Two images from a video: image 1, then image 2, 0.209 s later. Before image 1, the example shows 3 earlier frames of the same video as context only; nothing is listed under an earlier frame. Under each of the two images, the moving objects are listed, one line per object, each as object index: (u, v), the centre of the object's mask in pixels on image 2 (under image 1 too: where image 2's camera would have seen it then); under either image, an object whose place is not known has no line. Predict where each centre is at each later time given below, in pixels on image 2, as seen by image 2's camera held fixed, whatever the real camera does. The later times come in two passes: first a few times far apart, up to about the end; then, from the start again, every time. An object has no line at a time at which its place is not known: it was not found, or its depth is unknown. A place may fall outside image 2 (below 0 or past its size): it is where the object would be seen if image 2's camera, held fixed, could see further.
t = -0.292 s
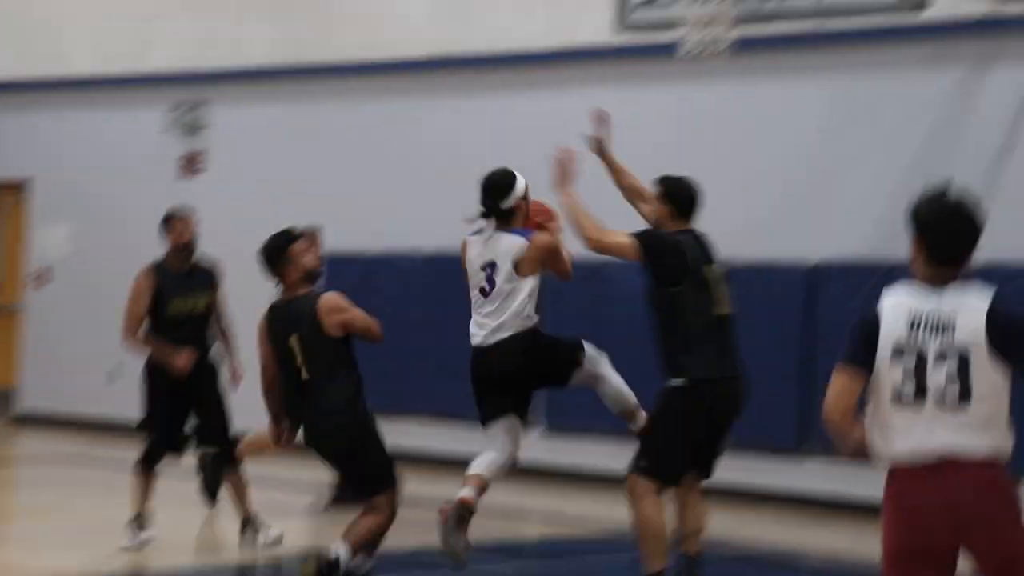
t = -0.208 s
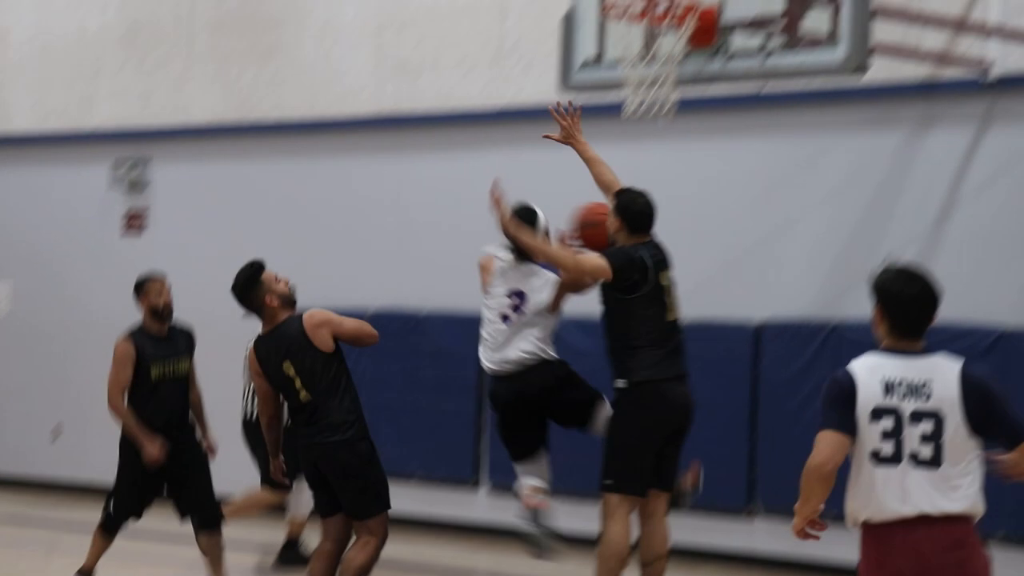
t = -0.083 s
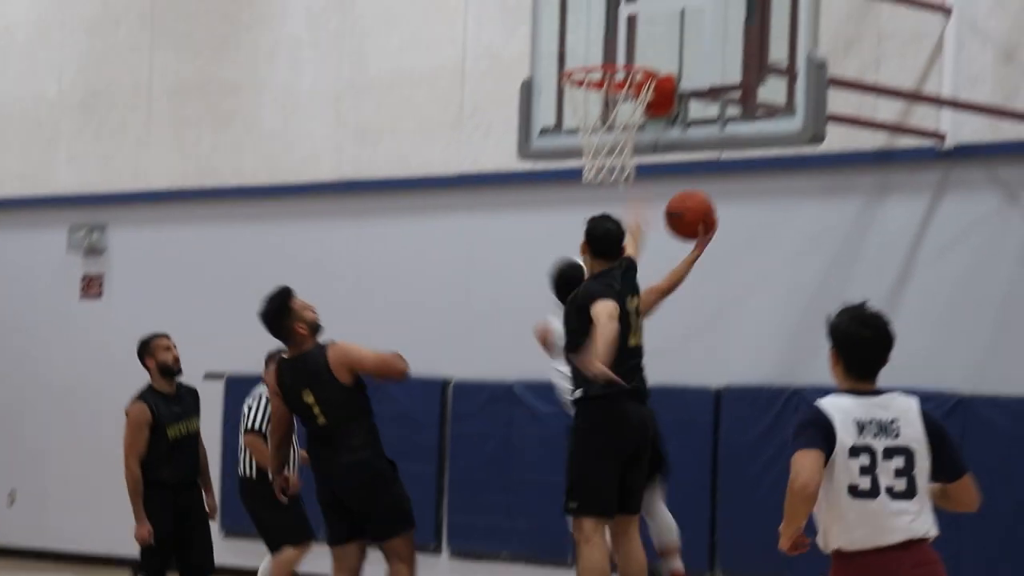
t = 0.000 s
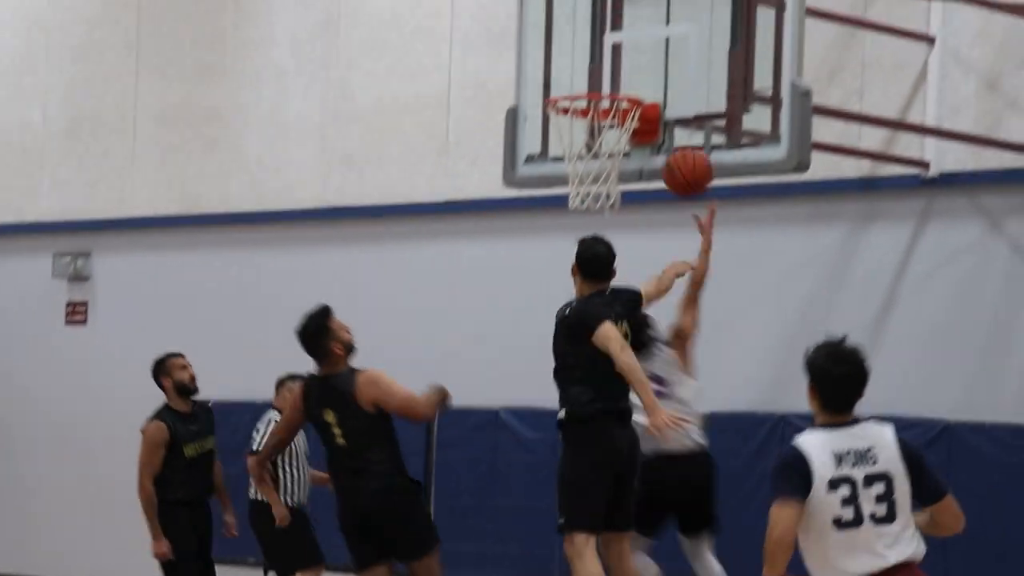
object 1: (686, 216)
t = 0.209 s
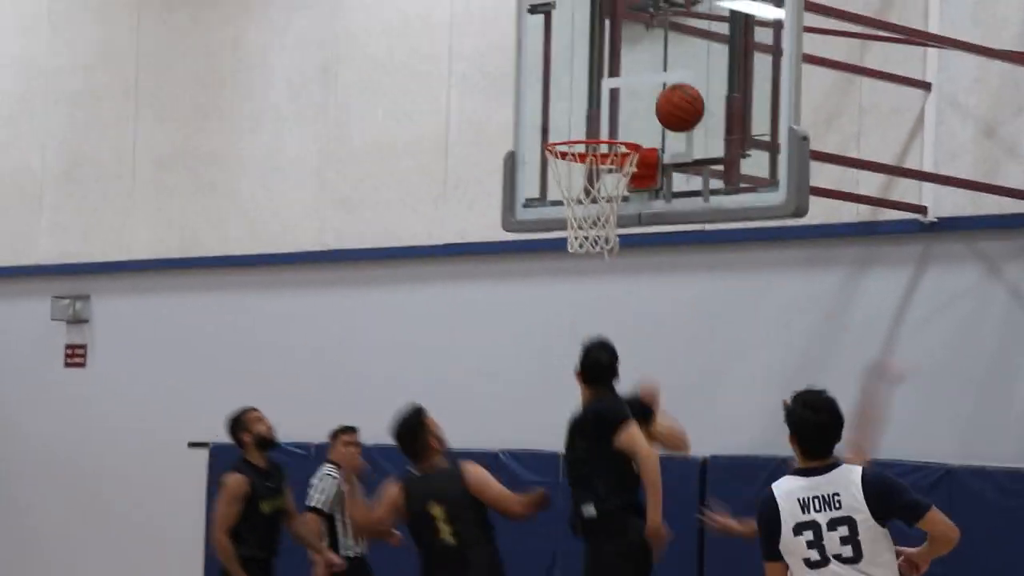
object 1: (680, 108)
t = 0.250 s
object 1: (668, 99)
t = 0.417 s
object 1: (621, 99)
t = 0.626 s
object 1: (590, 130)
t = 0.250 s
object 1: (668, 99)
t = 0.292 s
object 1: (657, 94)
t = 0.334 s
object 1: (645, 92)
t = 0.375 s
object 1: (633, 94)
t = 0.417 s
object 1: (621, 99)
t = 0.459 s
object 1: (609, 107)
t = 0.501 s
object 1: (597, 118)
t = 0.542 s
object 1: (591, 124)
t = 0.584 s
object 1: (590, 126)
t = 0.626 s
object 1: (590, 130)
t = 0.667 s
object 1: (590, 153)
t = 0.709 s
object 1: (591, 167)
